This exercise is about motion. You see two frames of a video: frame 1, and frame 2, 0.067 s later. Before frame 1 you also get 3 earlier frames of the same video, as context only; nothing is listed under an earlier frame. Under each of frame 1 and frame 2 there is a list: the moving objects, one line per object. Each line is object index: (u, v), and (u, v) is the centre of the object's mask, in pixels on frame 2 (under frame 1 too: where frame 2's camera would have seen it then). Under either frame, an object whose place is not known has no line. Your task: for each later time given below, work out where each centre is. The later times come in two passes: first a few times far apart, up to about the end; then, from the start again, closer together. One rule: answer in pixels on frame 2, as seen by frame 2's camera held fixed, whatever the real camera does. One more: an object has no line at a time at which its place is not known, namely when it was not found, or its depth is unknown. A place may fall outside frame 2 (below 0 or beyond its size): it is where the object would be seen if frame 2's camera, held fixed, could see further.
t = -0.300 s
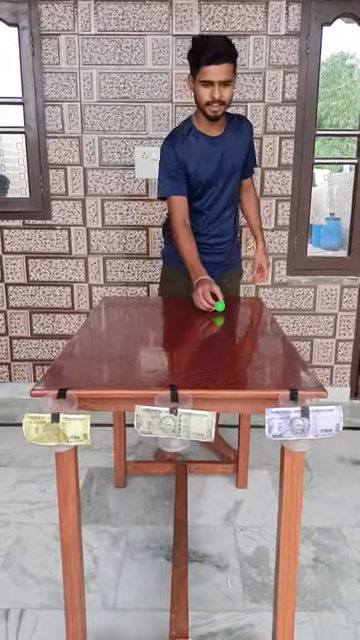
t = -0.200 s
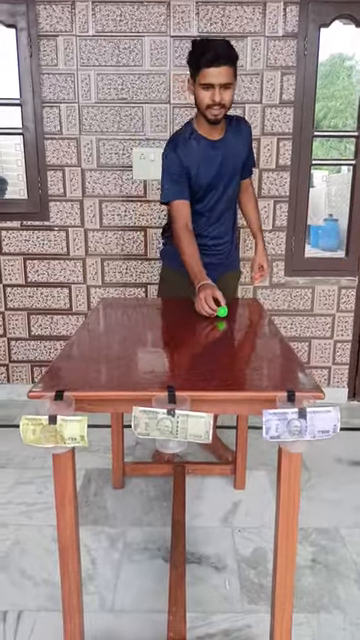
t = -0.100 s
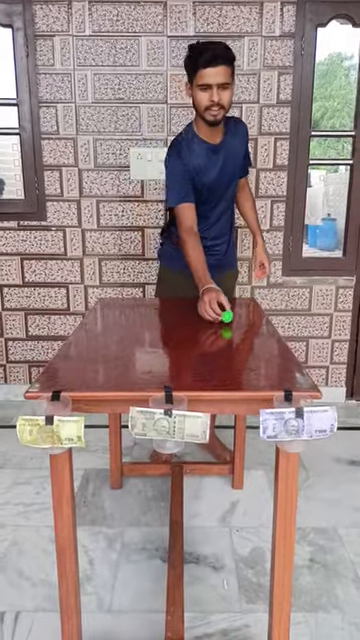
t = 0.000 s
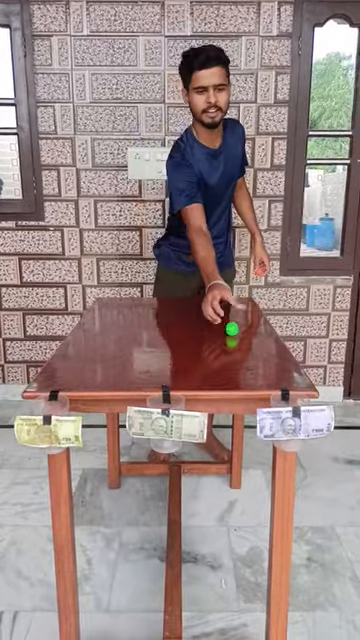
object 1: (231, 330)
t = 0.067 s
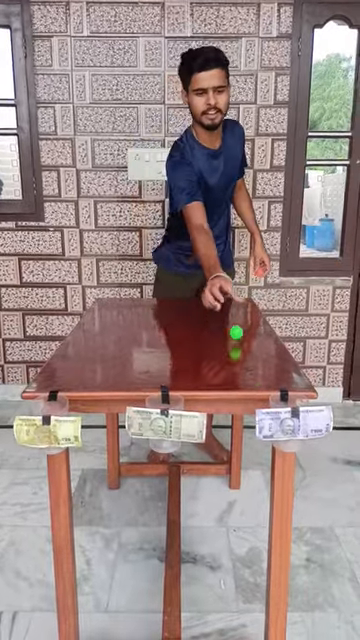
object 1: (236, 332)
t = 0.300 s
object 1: (251, 357)
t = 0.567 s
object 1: (261, 392)
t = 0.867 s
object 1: (218, 627)
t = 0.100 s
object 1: (238, 339)
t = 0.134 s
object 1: (241, 340)
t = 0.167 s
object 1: (243, 344)
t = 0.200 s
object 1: (246, 348)
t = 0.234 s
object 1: (247, 349)
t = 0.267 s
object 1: (249, 354)
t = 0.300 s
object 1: (251, 357)
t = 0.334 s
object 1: (254, 361)
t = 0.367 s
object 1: (255, 365)
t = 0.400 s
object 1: (257, 368)
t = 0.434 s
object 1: (258, 372)
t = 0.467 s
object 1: (260, 376)
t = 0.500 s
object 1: (261, 381)
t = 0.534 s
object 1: (262, 385)
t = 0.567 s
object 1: (261, 392)
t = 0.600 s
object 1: (258, 399)
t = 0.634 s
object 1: (253, 411)
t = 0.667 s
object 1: (249, 428)
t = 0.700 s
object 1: (244, 450)
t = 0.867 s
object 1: (218, 627)
